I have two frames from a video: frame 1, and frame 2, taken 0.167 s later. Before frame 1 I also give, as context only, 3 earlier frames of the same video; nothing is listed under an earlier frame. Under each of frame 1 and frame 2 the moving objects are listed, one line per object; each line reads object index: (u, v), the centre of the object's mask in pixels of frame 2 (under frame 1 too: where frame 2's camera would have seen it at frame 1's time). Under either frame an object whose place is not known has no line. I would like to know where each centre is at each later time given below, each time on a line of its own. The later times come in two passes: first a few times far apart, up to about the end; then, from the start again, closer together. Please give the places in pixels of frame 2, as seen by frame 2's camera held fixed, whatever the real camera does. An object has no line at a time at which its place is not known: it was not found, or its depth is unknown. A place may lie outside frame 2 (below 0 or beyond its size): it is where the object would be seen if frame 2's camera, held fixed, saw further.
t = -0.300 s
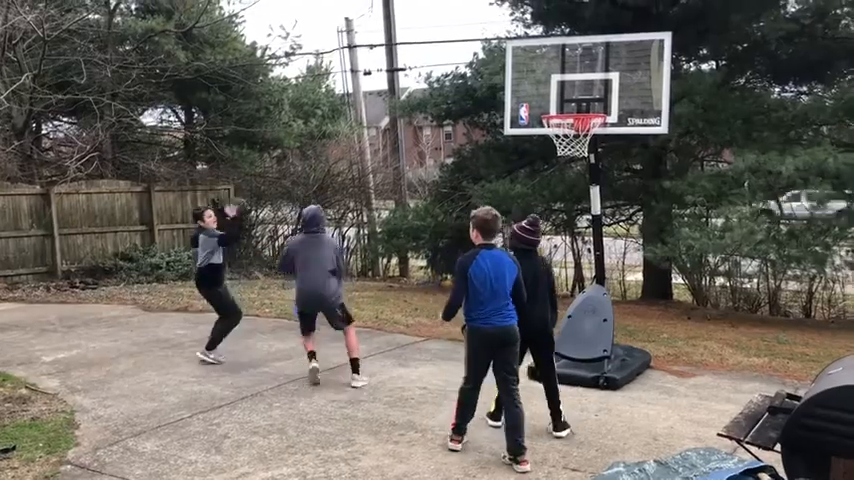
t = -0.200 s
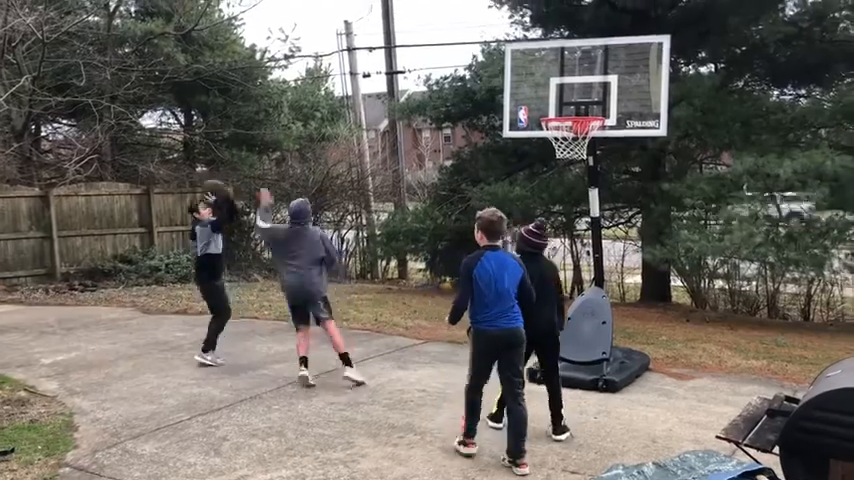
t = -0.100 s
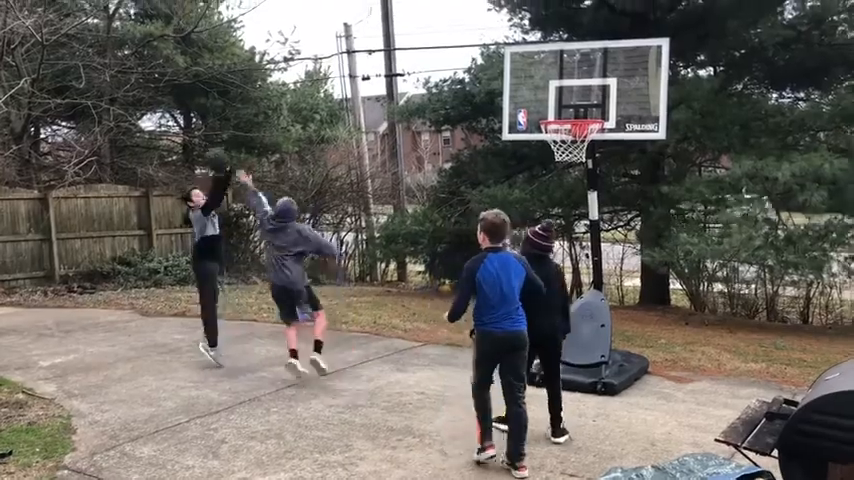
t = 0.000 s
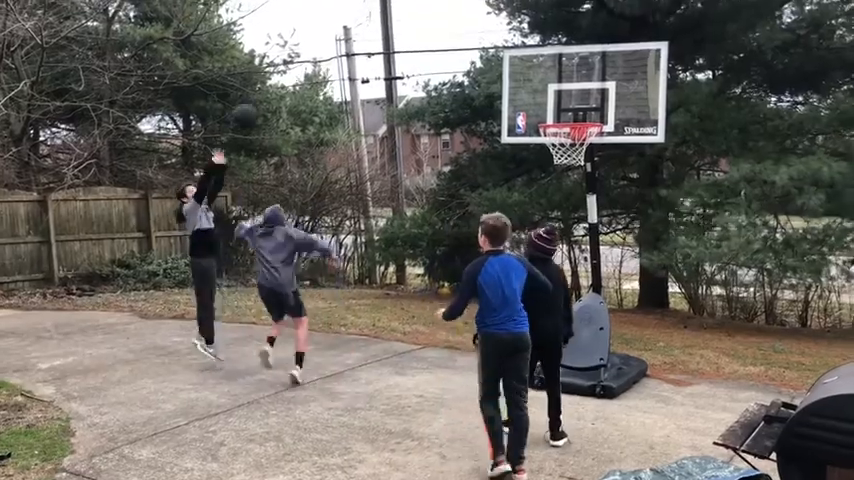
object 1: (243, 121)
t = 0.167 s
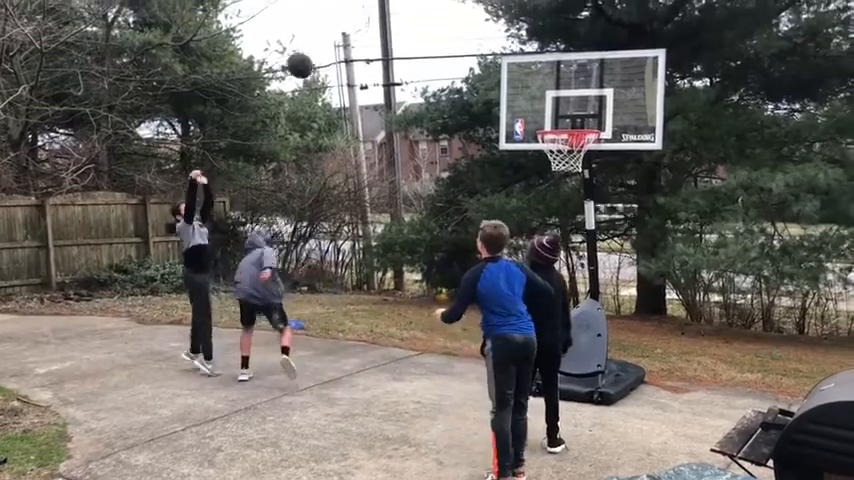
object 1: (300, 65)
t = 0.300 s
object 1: (348, 39)
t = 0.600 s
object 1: (467, 52)
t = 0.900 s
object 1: (580, 117)
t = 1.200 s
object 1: (684, 167)
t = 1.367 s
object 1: (743, 254)
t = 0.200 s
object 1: (312, 57)
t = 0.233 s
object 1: (324, 50)
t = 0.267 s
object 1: (337, 44)
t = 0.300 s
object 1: (348, 39)
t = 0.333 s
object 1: (361, 35)
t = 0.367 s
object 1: (374, 33)
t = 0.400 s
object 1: (386, 32)
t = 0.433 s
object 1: (399, 32)
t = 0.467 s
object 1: (413, 33)
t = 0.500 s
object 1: (426, 36)
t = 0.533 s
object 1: (439, 40)
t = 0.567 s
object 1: (453, 45)
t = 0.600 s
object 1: (467, 52)
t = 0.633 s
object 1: (481, 61)
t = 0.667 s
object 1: (493, 71)
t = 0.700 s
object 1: (508, 83)
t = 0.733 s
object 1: (521, 96)
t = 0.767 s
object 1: (536, 110)
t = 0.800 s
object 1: (546, 120)
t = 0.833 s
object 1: (559, 117)
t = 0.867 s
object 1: (570, 118)
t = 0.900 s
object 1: (580, 117)
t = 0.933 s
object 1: (591, 116)
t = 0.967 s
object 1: (603, 116)
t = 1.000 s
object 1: (613, 120)
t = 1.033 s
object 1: (627, 123)
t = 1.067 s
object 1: (636, 130)
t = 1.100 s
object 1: (650, 137)
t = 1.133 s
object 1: (661, 145)
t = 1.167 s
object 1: (674, 154)
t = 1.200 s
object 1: (684, 167)
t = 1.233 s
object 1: (697, 181)
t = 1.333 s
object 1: (732, 234)
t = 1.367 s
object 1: (743, 254)
